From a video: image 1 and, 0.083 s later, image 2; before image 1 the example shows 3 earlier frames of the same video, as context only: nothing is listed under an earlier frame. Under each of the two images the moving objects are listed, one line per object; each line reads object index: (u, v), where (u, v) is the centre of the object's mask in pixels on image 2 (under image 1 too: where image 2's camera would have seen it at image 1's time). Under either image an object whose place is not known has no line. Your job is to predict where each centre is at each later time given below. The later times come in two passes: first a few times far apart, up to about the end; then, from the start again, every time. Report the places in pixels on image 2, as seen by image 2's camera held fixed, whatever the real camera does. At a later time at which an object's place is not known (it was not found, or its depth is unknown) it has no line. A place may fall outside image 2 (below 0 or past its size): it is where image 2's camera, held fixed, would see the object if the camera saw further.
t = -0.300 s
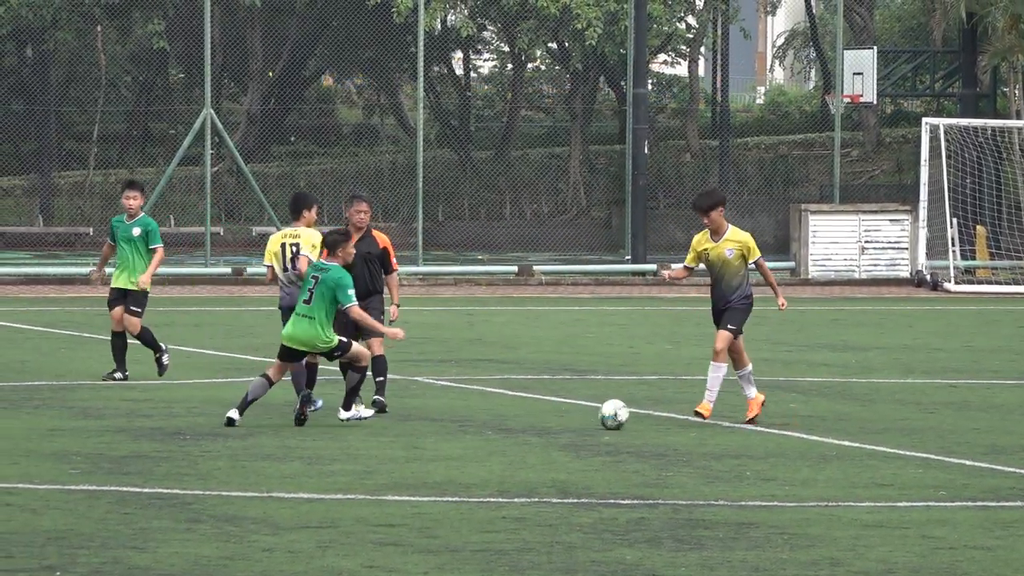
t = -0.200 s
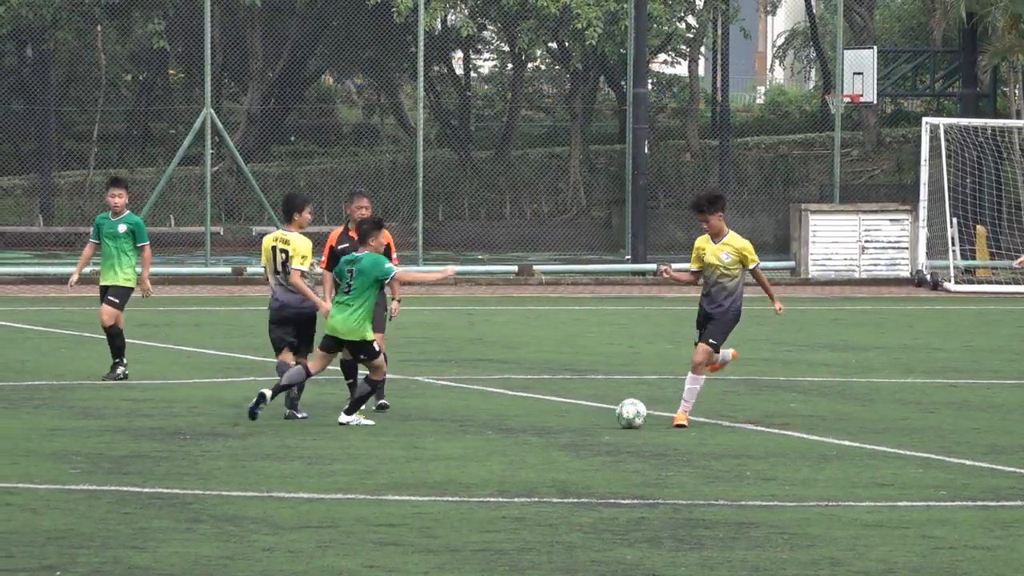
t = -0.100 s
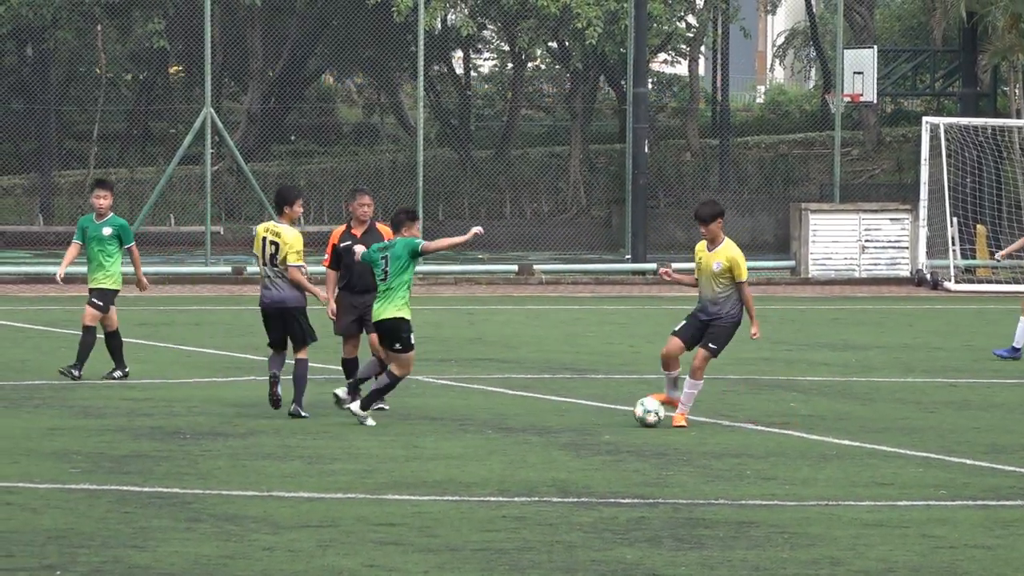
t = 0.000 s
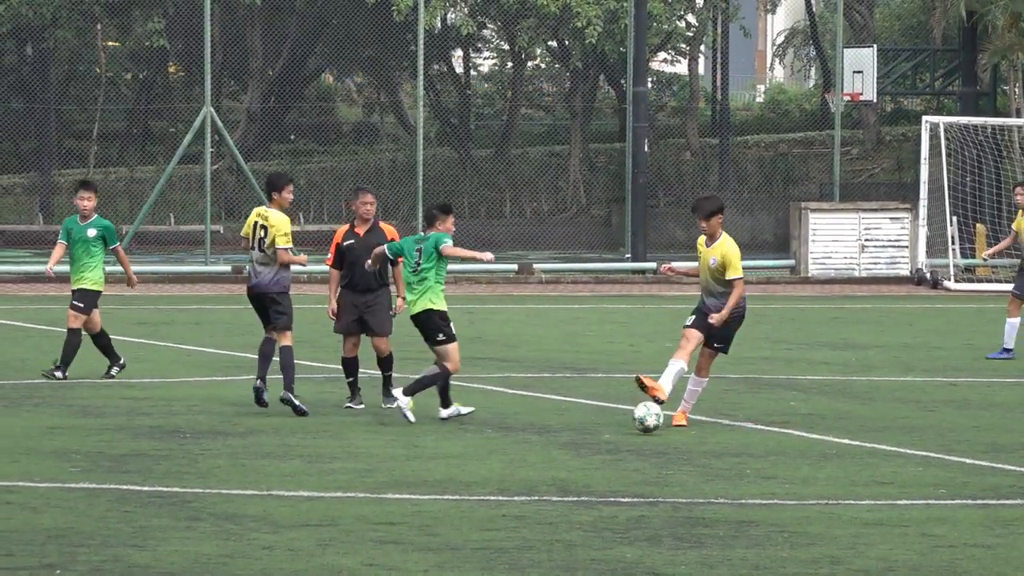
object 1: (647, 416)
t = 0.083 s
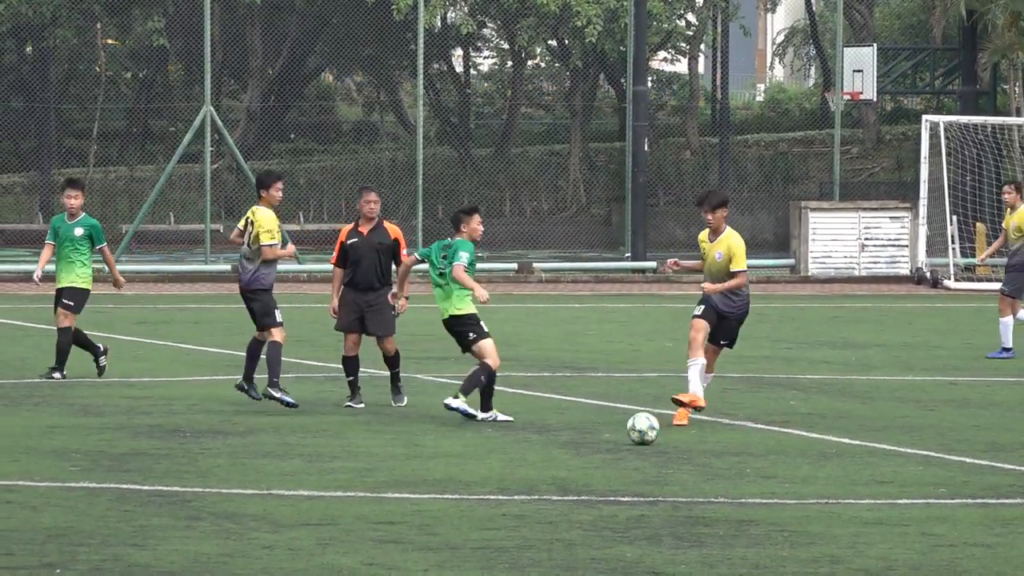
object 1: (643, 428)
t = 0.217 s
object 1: (642, 446)
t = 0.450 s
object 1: (653, 477)
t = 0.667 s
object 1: (676, 506)
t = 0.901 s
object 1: (714, 539)
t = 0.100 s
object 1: (642, 431)
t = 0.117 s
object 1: (642, 432)
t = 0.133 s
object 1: (642, 433)
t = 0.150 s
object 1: (641, 434)
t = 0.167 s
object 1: (642, 437)
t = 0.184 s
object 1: (642, 439)
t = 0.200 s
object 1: (642, 442)
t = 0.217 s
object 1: (642, 446)
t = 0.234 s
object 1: (642, 450)
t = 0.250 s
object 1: (643, 454)
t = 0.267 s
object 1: (643, 455)
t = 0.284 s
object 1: (644, 455)
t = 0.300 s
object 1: (644, 456)
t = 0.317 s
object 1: (645, 458)
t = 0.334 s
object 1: (646, 461)
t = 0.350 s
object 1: (647, 464)
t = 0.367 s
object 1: (649, 467)
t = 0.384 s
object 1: (649, 471)
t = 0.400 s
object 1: (651, 476)
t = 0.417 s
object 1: (652, 476)
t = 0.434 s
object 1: (653, 477)
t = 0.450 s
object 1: (653, 477)
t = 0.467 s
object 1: (656, 479)
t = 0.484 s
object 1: (657, 481)
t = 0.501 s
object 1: (659, 483)
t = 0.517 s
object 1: (660, 486)
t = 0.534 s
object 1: (662, 489)
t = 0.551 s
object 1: (664, 493)
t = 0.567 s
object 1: (665, 498)
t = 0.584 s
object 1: (667, 503)
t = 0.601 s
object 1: (669, 507)
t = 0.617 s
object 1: (671, 506)
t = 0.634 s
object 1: (673, 506)
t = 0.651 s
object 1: (675, 506)
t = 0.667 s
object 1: (676, 506)
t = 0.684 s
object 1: (678, 508)
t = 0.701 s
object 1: (682, 510)
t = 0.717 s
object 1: (684, 513)
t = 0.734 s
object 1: (687, 517)
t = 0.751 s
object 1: (689, 521)
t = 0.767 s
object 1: (692, 525)
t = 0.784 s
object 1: (695, 531)
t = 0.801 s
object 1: (697, 537)
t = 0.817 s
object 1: (700, 541)
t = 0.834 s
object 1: (703, 540)
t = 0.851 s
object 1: (706, 539)
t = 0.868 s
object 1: (708, 538)
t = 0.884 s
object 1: (711, 539)
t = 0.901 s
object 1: (714, 539)
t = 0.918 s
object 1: (718, 540)
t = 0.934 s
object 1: (721, 542)
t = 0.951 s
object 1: (725, 545)
